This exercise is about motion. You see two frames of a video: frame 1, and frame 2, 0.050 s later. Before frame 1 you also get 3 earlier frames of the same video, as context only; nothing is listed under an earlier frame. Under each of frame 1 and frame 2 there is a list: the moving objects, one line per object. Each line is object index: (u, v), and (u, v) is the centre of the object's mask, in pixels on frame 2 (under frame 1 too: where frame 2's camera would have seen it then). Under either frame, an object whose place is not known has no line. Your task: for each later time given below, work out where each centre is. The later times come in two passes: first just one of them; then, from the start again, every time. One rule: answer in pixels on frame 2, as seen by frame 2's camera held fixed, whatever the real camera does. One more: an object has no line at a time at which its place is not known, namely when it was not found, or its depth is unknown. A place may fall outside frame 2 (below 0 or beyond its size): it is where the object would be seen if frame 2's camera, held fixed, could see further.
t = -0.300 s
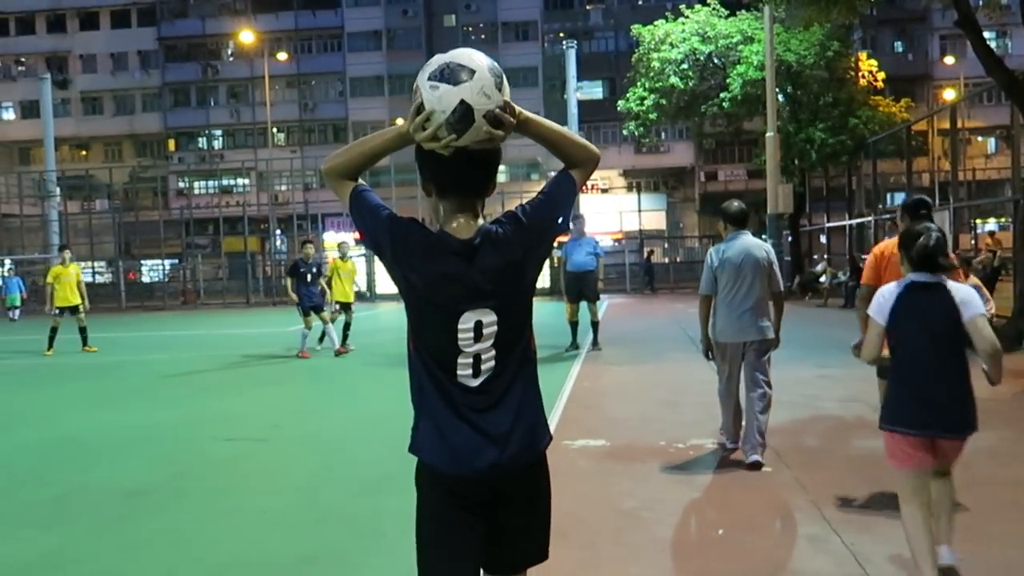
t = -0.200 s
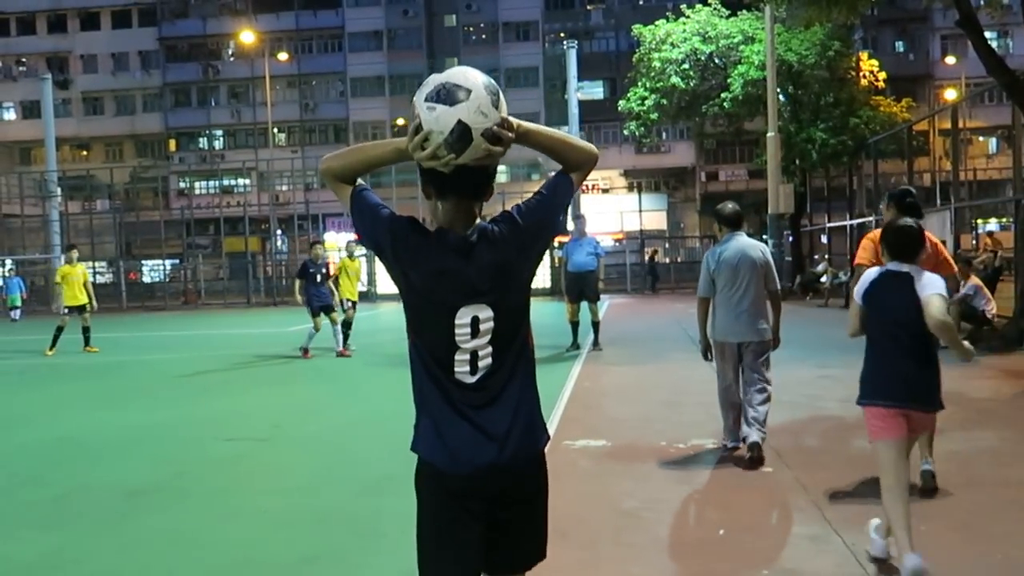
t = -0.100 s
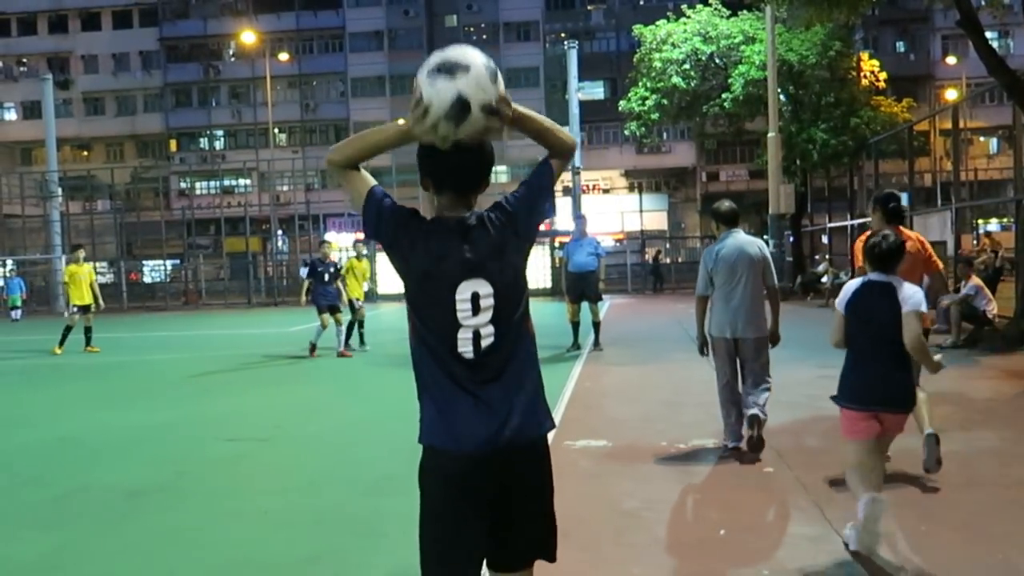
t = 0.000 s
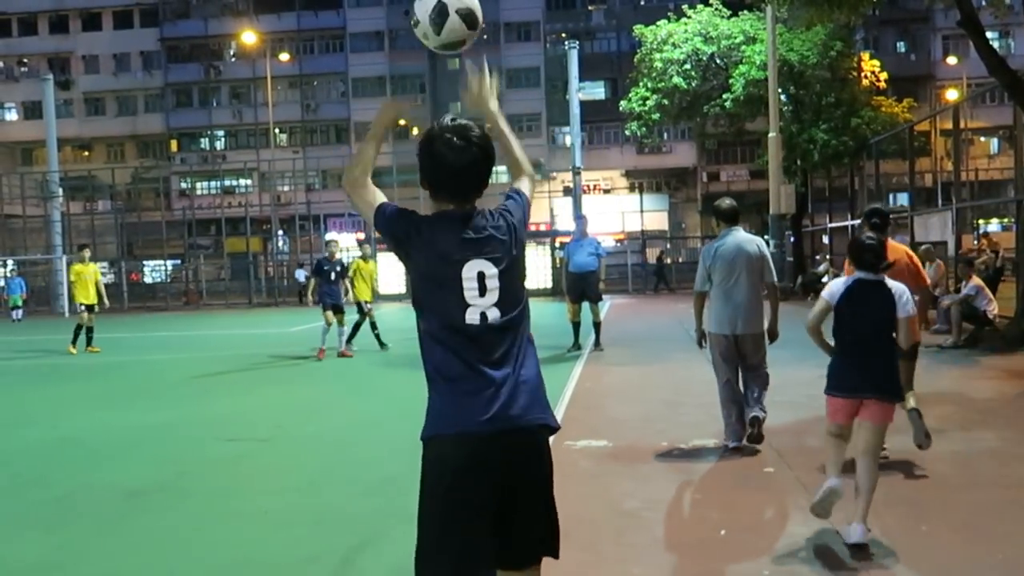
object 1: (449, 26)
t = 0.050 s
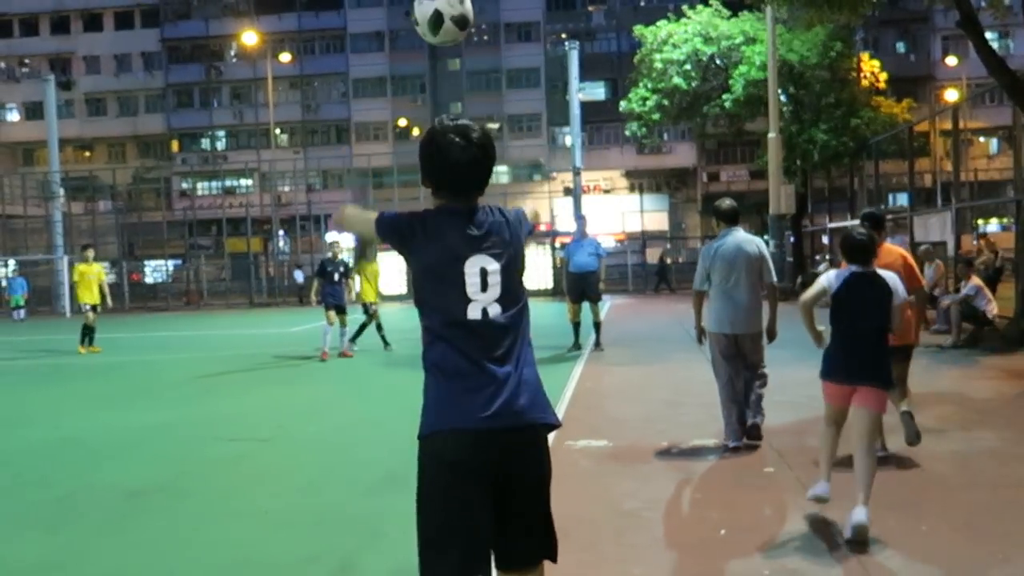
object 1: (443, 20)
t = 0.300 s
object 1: (431, 69)
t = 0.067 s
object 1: (441, 20)
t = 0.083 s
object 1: (440, 20)
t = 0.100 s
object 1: (439, 21)
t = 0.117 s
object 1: (438, 22)
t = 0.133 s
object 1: (437, 23)
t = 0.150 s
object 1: (437, 26)
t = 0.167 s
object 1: (436, 29)
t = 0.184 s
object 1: (435, 33)
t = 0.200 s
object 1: (435, 38)
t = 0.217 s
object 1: (434, 42)
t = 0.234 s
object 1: (433, 47)
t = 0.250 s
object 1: (433, 52)
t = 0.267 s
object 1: (432, 58)
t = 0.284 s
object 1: (432, 63)
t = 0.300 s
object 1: (431, 69)
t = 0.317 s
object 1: (431, 75)
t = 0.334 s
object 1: (431, 80)
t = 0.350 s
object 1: (431, 86)
